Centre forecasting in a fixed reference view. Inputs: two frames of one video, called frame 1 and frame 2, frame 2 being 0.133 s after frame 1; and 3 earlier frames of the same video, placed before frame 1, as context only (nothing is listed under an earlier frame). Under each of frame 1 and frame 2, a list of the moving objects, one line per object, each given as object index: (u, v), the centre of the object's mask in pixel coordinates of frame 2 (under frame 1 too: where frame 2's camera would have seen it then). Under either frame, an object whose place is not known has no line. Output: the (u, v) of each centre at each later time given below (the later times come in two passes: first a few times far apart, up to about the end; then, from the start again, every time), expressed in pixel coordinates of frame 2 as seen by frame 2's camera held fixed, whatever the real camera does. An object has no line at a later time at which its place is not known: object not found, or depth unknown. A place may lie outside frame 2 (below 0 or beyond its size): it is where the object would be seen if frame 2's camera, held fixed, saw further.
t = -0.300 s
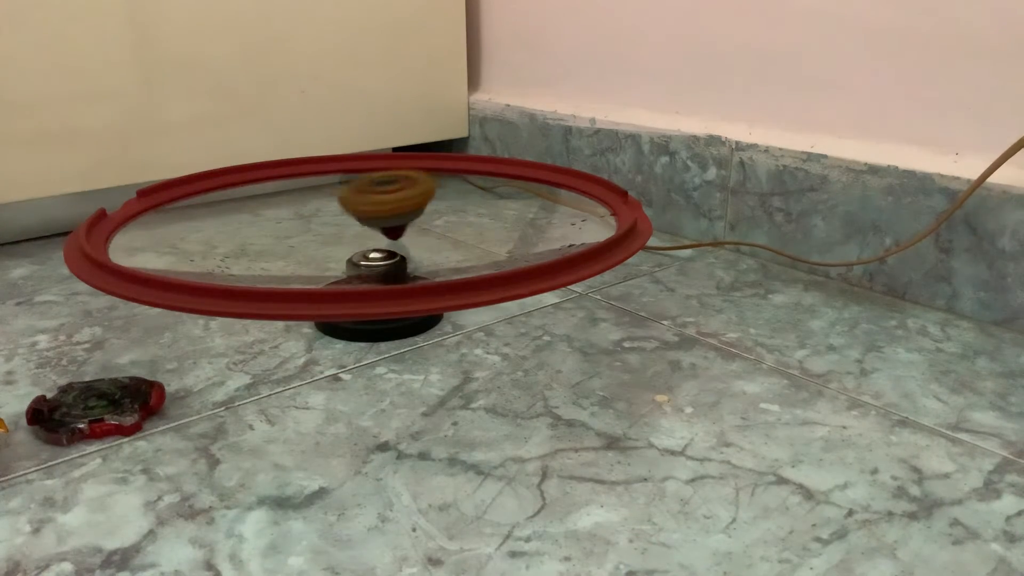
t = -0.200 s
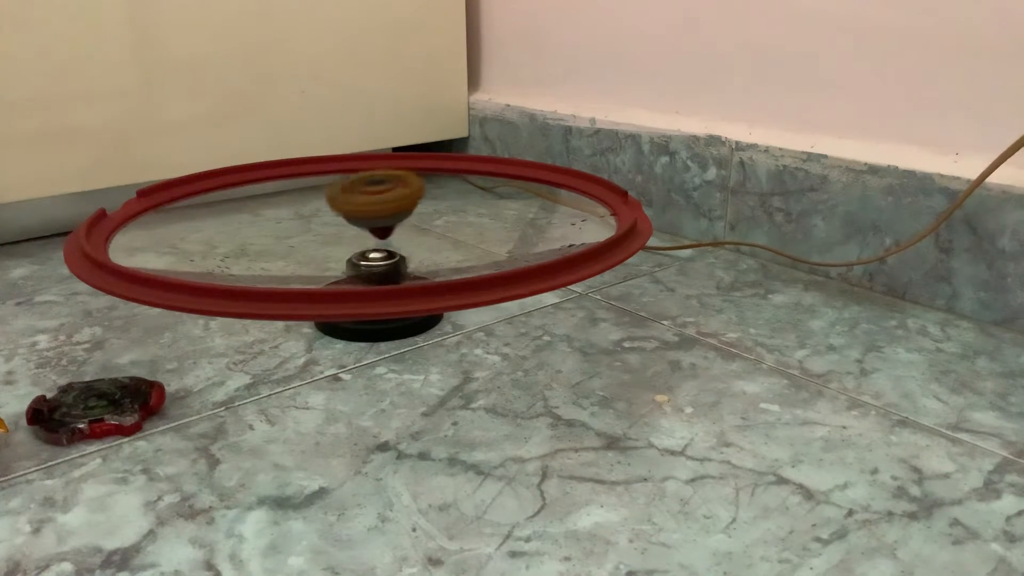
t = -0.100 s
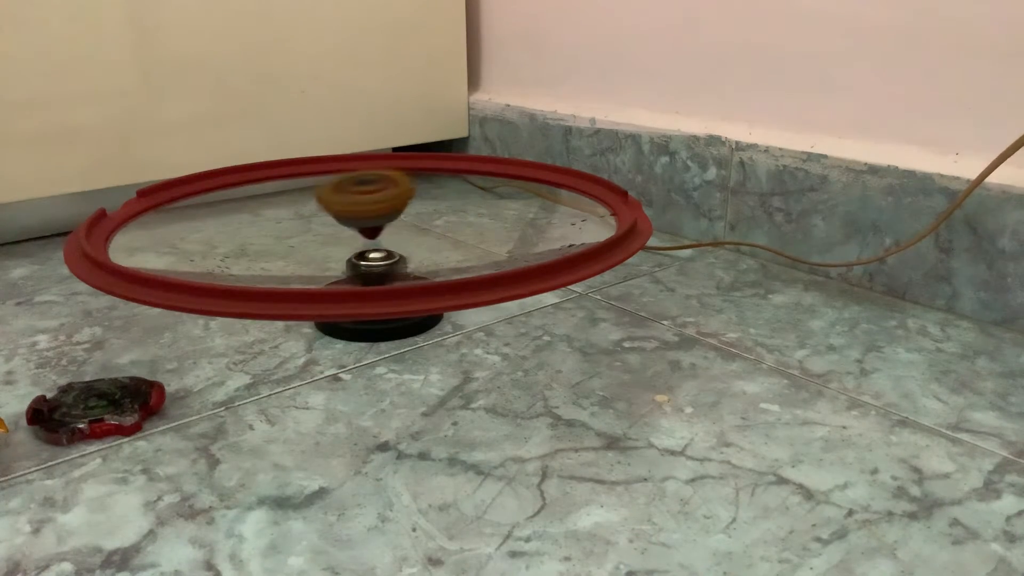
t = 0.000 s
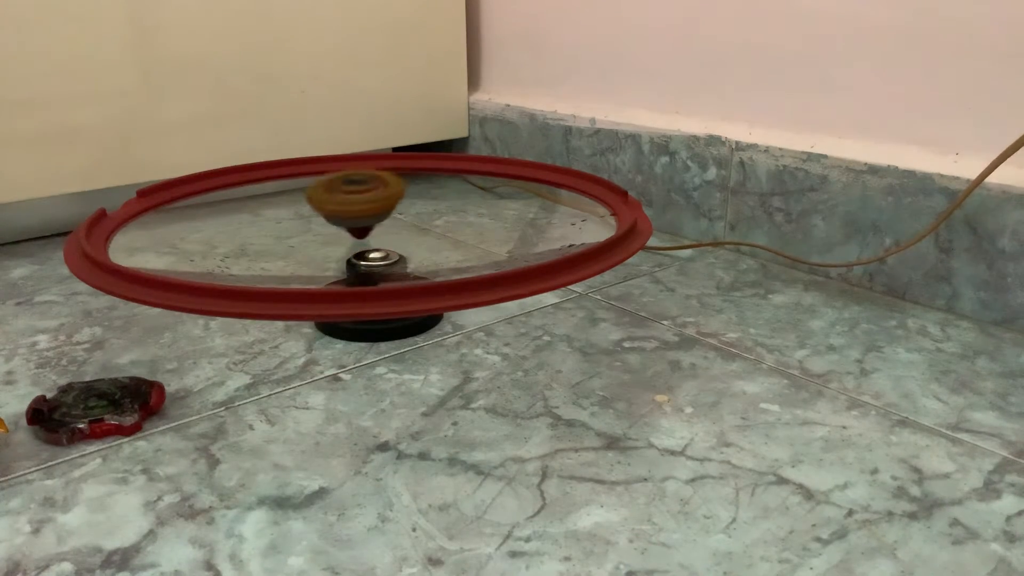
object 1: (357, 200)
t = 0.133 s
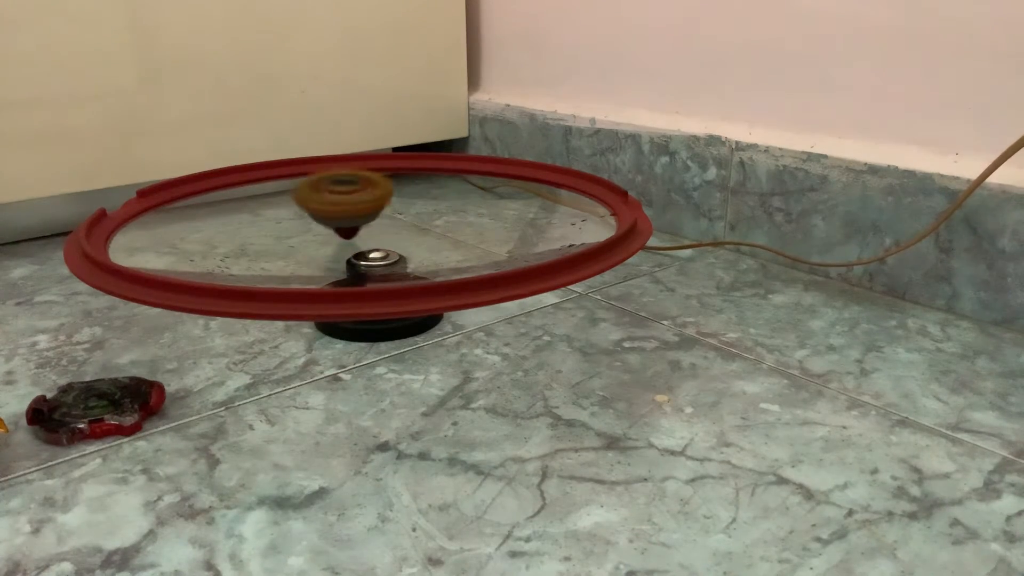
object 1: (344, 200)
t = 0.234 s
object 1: (336, 200)
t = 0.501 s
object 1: (323, 203)
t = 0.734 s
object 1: (326, 214)
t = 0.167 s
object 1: (342, 200)
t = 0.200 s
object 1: (339, 200)
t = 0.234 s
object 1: (336, 200)
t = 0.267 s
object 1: (333, 200)
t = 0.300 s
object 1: (330, 200)
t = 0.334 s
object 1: (328, 200)
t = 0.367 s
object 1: (325, 200)
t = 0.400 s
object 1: (324, 201)
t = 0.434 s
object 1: (324, 201)
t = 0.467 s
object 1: (323, 202)
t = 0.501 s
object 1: (323, 203)
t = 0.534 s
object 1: (323, 204)
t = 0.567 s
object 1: (324, 205)
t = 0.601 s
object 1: (325, 206)
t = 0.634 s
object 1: (325, 209)
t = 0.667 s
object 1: (326, 212)
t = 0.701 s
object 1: (326, 213)
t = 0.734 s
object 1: (326, 214)
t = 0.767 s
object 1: (327, 216)
